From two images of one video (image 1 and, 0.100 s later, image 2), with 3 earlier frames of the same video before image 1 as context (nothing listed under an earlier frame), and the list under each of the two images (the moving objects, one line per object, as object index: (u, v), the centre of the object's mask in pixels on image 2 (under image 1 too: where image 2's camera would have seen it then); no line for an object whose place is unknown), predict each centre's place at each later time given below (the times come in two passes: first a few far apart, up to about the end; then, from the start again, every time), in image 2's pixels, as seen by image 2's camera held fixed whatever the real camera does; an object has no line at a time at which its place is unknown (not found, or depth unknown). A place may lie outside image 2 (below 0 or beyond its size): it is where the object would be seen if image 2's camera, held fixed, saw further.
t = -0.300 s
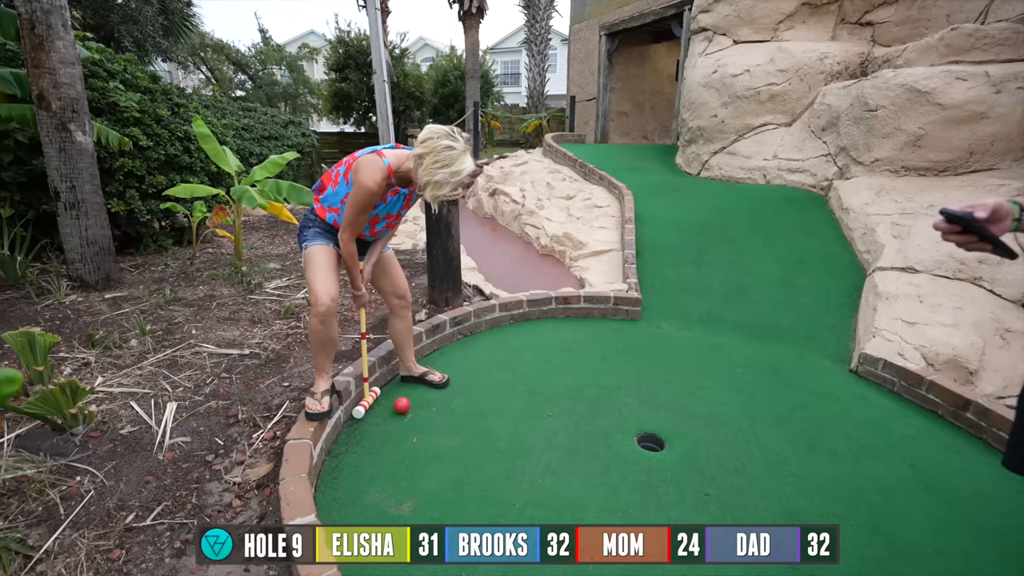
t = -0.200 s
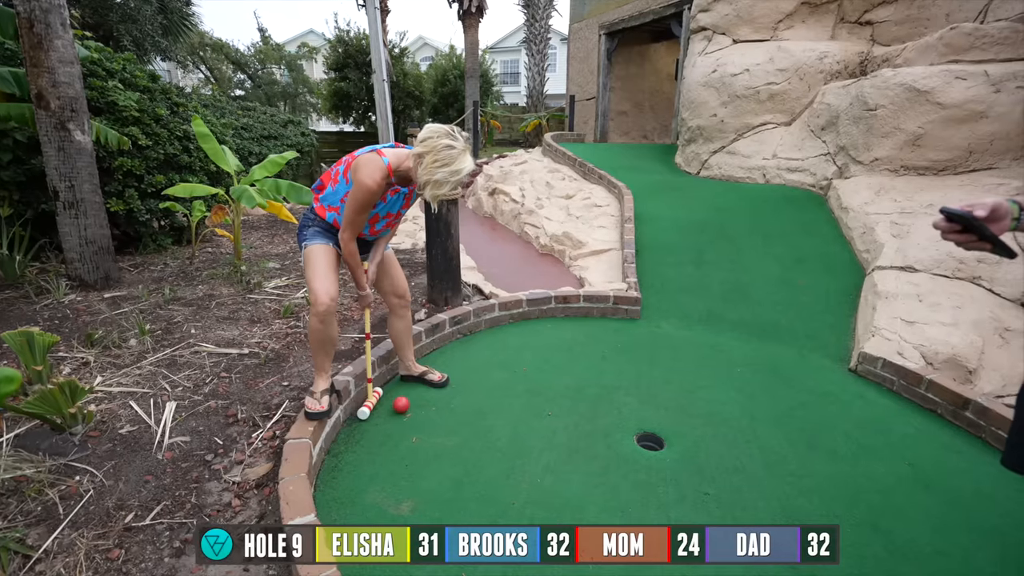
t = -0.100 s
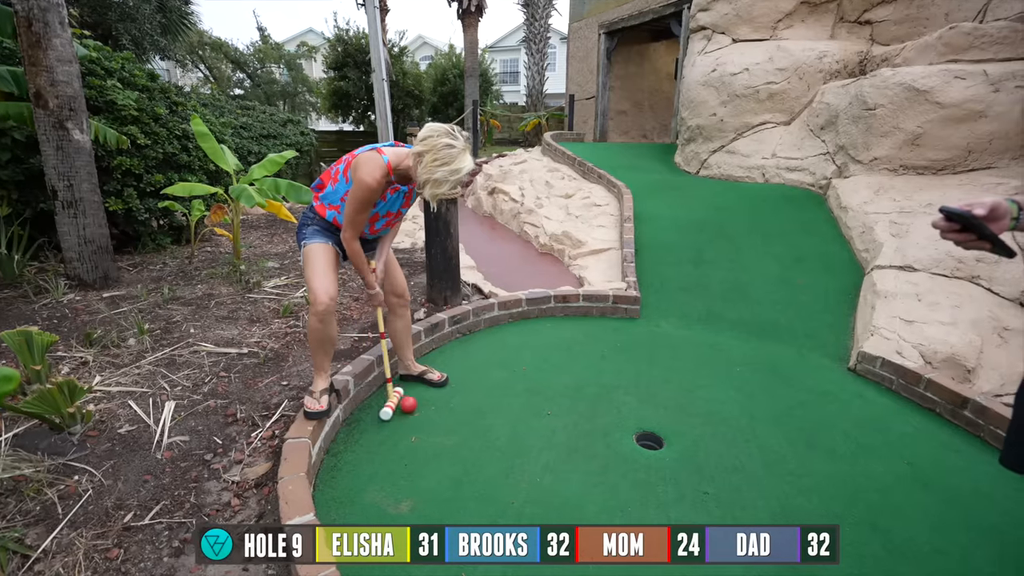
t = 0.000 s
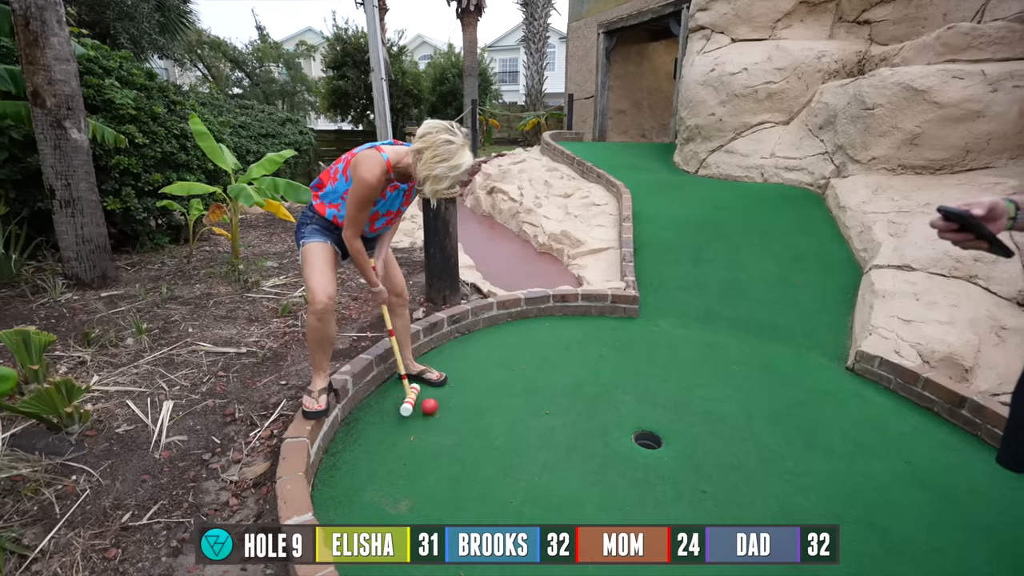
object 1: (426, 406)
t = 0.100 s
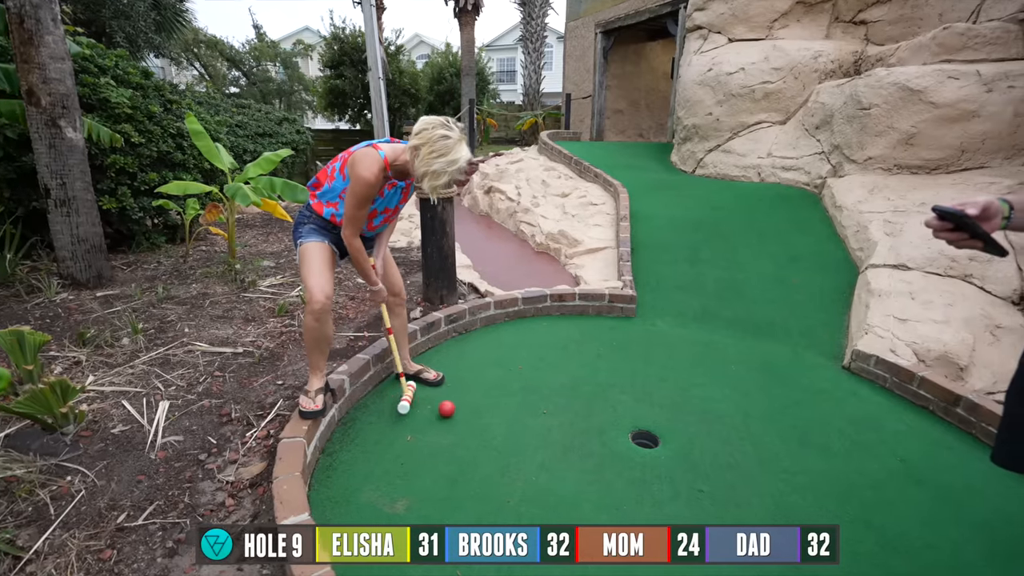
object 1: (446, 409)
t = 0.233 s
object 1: (473, 412)
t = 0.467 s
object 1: (520, 419)
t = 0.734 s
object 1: (576, 425)
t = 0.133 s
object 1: (453, 410)
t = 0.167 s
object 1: (459, 411)
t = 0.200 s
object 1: (466, 411)
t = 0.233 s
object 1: (473, 412)
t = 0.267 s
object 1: (480, 413)
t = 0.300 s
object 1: (486, 414)
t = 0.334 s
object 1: (493, 415)
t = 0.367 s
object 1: (500, 416)
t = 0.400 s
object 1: (507, 417)
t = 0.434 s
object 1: (514, 418)
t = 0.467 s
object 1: (520, 419)
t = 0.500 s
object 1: (527, 420)
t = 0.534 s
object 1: (534, 421)
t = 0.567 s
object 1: (541, 421)
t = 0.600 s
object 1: (548, 422)
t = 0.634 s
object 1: (555, 423)
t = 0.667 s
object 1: (562, 423)
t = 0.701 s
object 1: (569, 424)
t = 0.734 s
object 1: (576, 425)
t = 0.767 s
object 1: (583, 426)
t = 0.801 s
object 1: (590, 427)
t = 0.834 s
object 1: (597, 427)
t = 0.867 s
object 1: (603, 428)
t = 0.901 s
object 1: (610, 429)
